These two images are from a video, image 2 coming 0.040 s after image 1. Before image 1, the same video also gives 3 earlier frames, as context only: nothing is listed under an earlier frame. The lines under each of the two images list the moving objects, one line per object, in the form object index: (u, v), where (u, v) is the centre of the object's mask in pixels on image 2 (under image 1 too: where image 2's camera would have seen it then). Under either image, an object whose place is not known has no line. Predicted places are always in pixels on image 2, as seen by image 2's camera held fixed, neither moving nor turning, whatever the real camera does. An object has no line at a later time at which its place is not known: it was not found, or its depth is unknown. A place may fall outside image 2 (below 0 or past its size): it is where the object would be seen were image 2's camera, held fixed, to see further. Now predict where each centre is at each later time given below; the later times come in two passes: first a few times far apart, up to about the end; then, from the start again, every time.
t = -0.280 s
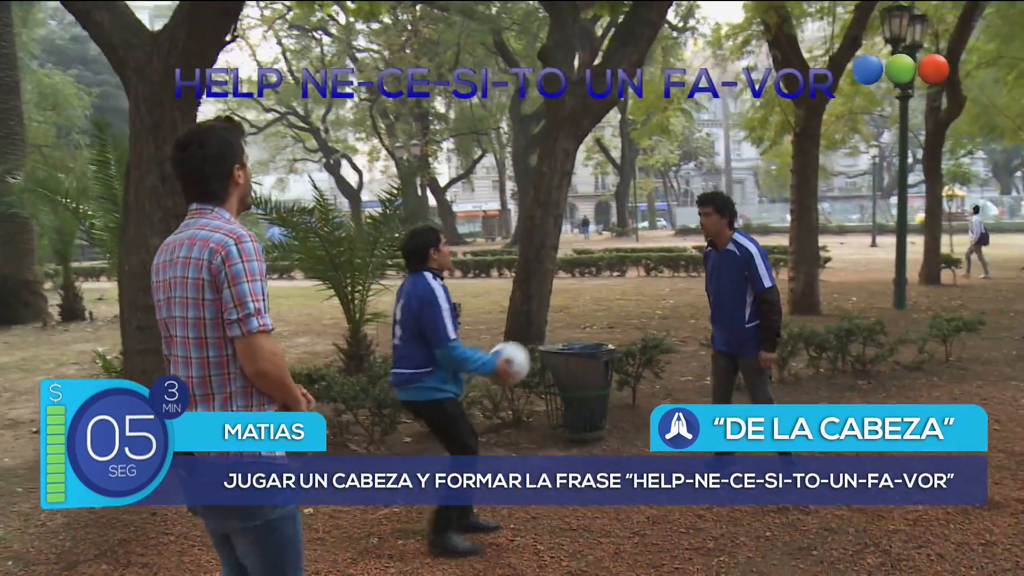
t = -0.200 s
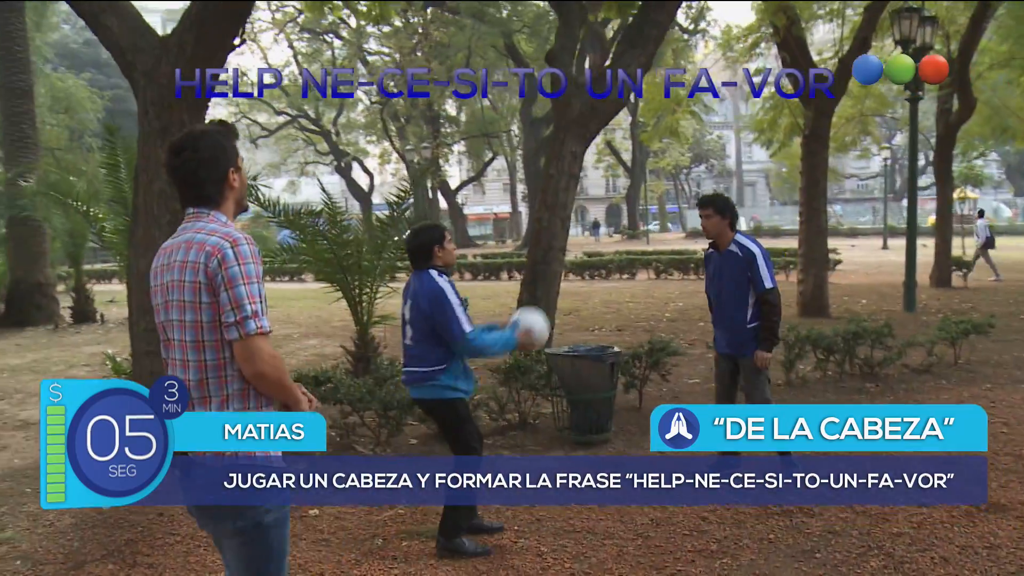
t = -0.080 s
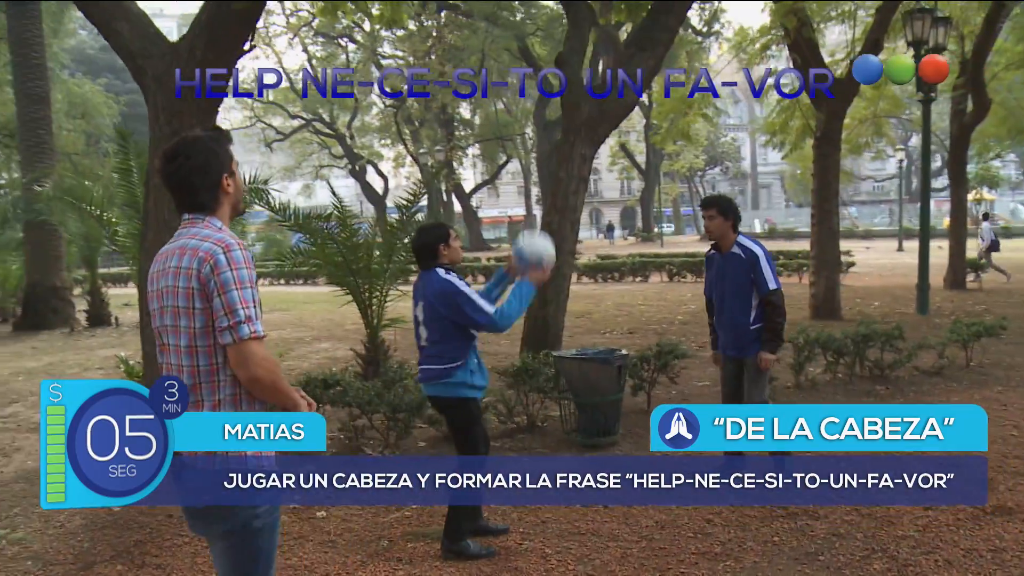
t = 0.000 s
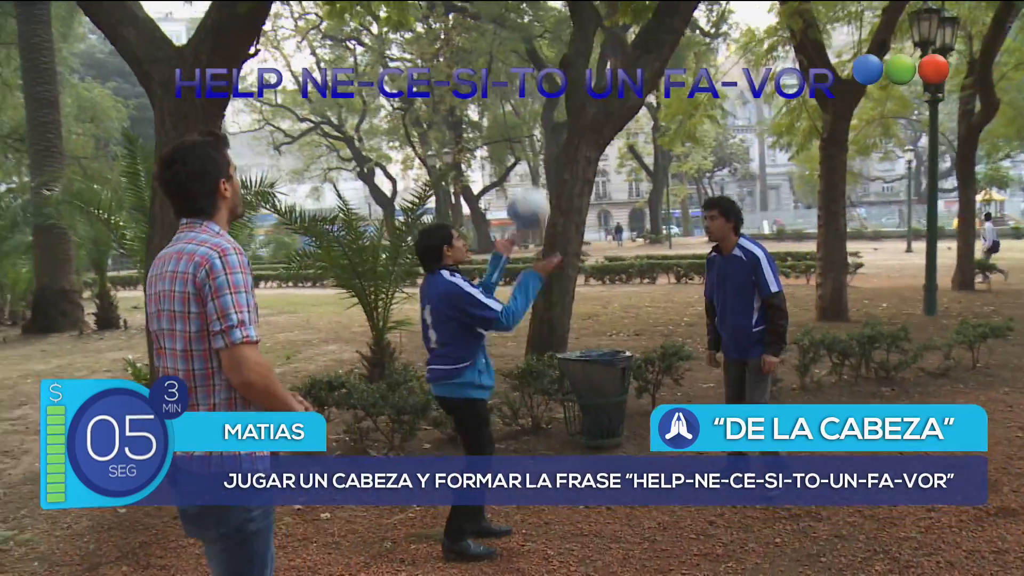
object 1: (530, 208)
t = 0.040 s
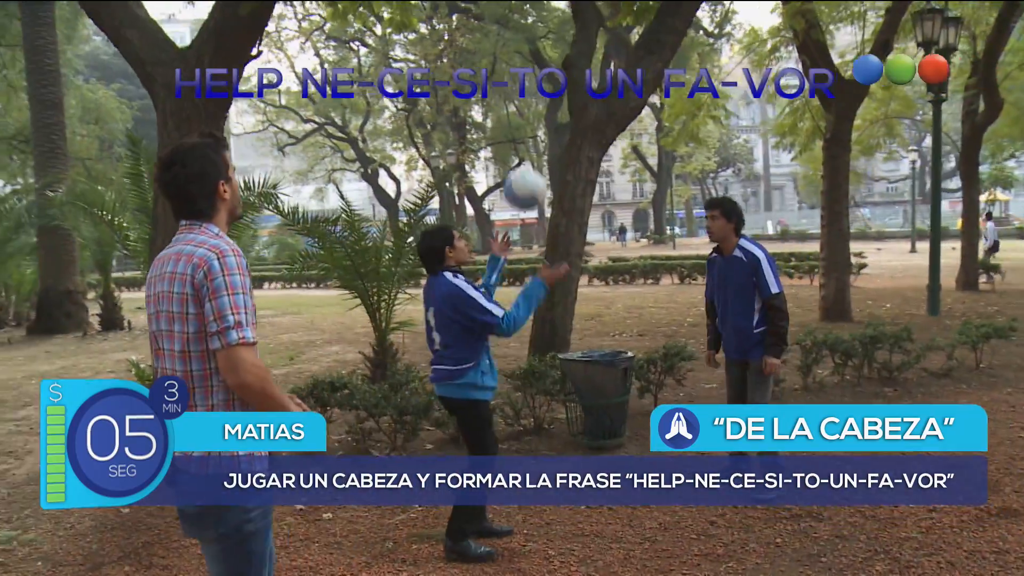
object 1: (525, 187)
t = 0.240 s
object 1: (502, 137)
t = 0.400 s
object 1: (484, 148)
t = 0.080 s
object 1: (520, 172)
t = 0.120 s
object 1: (516, 158)
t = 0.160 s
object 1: (510, 148)
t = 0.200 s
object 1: (507, 141)
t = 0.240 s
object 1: (502, 137)
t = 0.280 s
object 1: (498, 135)
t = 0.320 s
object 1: (493, 137)
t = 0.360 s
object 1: (488, 141)
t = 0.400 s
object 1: (484, 148)
